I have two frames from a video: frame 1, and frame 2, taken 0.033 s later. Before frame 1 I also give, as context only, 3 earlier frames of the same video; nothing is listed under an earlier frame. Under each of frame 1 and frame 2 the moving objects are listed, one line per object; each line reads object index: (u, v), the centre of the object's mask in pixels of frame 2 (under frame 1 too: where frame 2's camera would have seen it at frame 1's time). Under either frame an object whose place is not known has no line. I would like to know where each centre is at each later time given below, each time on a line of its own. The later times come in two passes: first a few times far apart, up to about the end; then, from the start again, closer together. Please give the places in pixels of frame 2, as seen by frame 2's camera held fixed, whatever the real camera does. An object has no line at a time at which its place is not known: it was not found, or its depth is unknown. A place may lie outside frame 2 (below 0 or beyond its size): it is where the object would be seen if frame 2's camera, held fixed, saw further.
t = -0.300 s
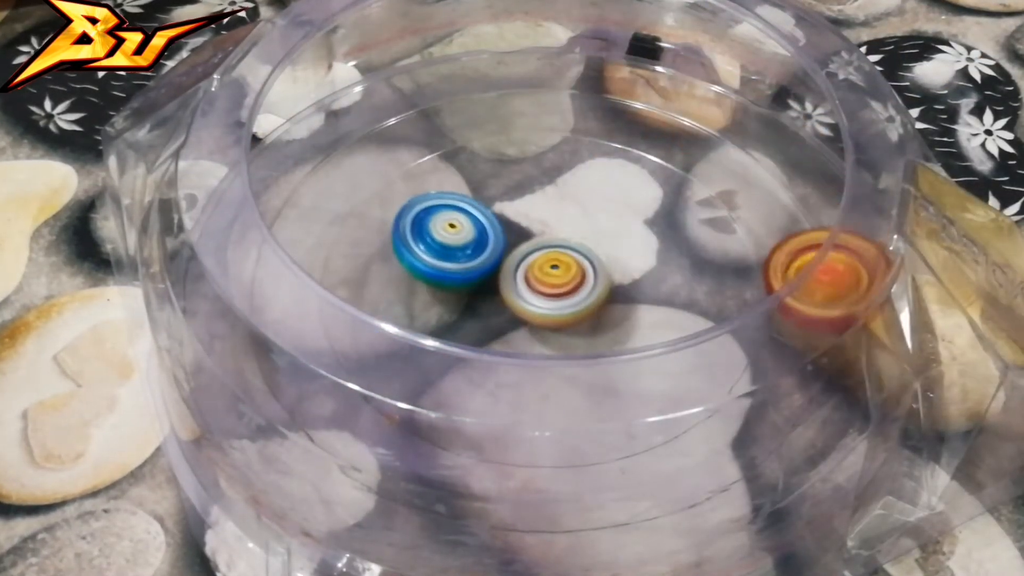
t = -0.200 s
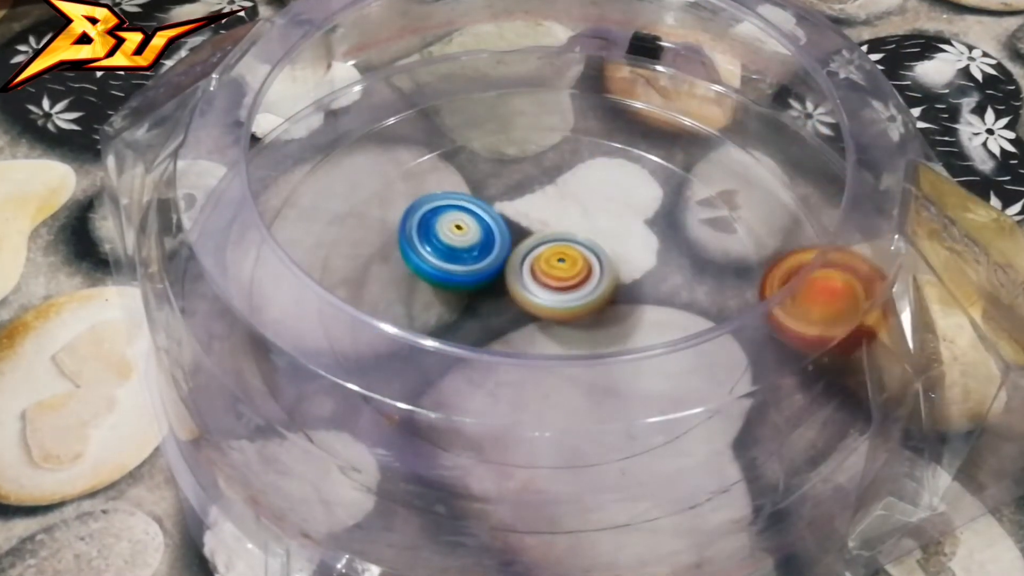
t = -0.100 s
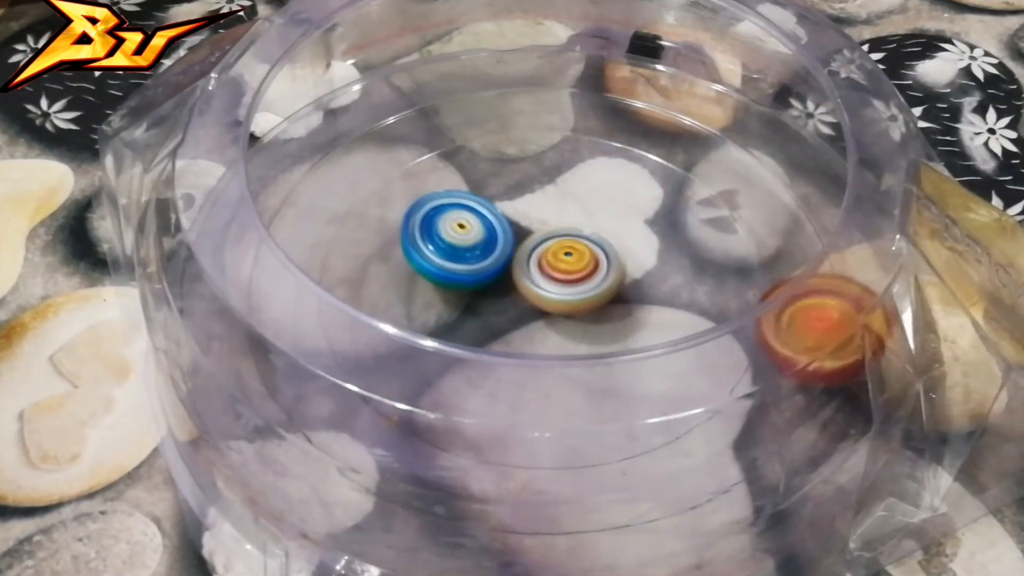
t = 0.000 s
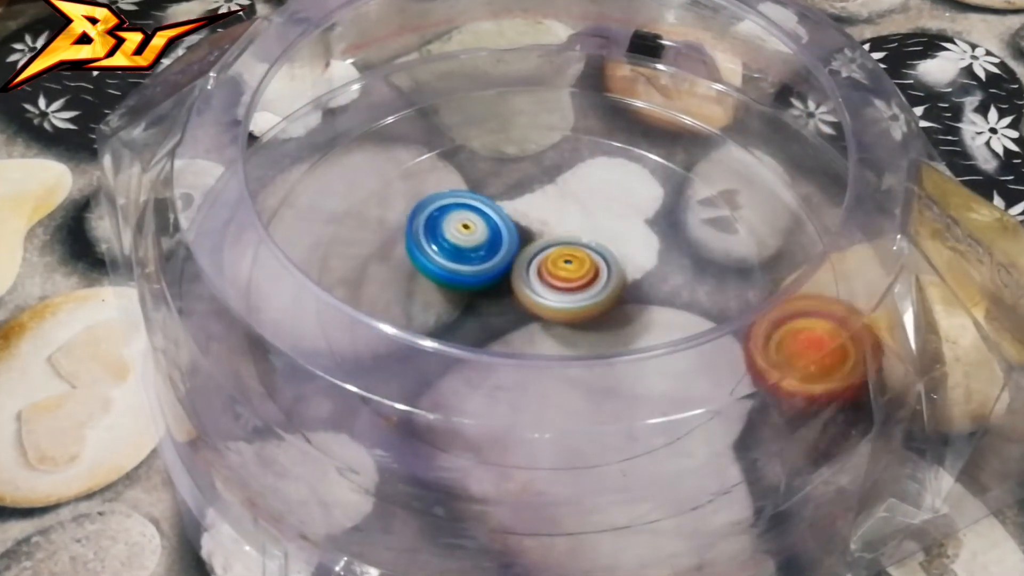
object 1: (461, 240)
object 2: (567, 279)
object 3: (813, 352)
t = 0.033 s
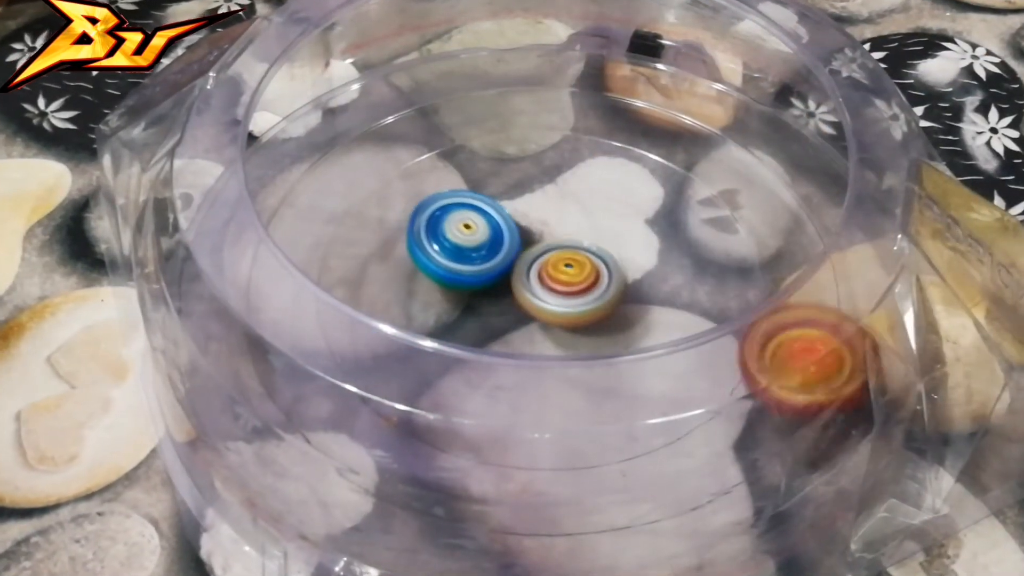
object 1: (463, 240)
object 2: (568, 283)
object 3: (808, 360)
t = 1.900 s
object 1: (599, 237)
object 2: (522, 300)
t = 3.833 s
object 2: (543, 148)
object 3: (566, 256)
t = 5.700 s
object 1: (602, 259)
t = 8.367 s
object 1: (595, 255)
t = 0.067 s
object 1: (465, 239)
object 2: (569, 285)
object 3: (801, 370)
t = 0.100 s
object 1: (468, 241)
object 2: (567, 287)
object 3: (797, 379)
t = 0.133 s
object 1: (468, 237)
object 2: (573, 292)
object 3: (794, 386)
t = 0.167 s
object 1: (465, 232)
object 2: (584, 298)
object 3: (786, 393)
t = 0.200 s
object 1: (466, 233)
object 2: (587, 301)
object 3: (778, 401)
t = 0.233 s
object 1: (469, 233)
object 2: (585, 305)
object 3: (770, 411)
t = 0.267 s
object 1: (473, 235)
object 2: (580, 309)
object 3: (763, 418)
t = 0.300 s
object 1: (478, 237)
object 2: (572, 311)
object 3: (752, 424)
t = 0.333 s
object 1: (484, 239)
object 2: (566, 312)
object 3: (743, 431)
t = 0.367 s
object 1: (490, 240)
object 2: (562, 312)
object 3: (733, 437)
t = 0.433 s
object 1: (499, 239)
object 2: (558, 312)
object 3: (712, 449)
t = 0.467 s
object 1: (504, 237)
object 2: (557, 312)
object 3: (702, 454)
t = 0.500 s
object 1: (508, 234)
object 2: (558, 314)
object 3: (691, 459)
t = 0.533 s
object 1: (511, 232)
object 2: (557, 313)
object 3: (678, 463)
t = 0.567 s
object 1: (515, 232)
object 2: (555, 312)
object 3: (667, 467)
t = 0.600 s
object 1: (518, 231)
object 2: (553, 311)
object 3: (657, 471)
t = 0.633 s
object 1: (523, 228)
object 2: (552, 314)
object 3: (645, 474)
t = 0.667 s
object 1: (525, 227)
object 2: (550, 315)
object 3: (632, 477)
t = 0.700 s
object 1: (528, 227)
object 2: (548, 314)
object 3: (620, 479)
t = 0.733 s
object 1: (531, 226)
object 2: (546, 312)
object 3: (606, 482)
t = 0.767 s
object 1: (534, 226)
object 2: (546, 311)
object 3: (593, 484)
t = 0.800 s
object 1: (538, 220)
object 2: (546, 314)
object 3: (581, 484)
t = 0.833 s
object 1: (541, 217)
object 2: (546, 315)
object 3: (568, 485)
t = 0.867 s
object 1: (542, 216)
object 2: (545, 315)
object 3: (554, 485)
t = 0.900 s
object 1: (544, 217)
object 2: (545, 314)
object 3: (542, 485)
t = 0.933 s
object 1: (547, 218)
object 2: (544, 312)
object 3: (529, 484)
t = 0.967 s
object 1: (549, 220)
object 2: (543, 311)
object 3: (515, 484)
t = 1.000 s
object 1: (552, 221)
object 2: (541, 308)
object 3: (502, 483)
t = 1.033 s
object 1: (555, 222)
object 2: (541, 307)
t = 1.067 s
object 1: (558, 221)
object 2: (539, 307)
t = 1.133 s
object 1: (562, 221)
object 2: (539, 306)
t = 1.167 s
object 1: (567, 214)
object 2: (536, 312)
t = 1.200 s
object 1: (571, 210)
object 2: (534, 314)
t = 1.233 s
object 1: (572, 209)
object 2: (534, 313)
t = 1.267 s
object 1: (573, 210)
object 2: (533, 313)
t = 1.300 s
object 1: (573, 212)
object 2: (531, 311)
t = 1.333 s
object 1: (574, 215)
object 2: (530, 308)
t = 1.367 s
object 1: (575, 218)
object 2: (529, 304)
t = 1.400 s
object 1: (576, 220)
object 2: (530, 301)
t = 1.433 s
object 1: (579, 221)
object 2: (528, 302)
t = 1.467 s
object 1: (582, 220)
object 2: (527, 305)
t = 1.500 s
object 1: (584, 221)
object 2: (528, 305)
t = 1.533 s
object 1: (585, 222)
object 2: (529, 304)
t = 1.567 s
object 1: (586, 224)
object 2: (530, 302)
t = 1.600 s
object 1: (587, 226)
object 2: (530, 300)
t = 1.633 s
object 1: (590, 227)
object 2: (530, 302)
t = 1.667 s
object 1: (591, 228)
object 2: (530, 301)
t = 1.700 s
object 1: (593, 229)
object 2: (530, 301)
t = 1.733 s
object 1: (595, 231)
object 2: (528, 302)
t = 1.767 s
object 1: (598, 229)
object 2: (525, 306)
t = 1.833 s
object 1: (599, 232)
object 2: (523, 306)
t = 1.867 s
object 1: (599, 235)
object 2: (522, 304)
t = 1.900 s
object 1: (599, 237)
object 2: (522, 300)
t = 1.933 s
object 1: (601, 237)
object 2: (514, 302)
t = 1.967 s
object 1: (605, 237)
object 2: (509, 304)
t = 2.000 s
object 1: (606, 239)
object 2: (507, 302)
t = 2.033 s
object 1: (605, 242)
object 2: (508, 299)
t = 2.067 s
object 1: (605, 245)
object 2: (508, 295)
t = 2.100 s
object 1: (605, 248)
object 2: (507, 293)
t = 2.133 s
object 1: (606, 251)
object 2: (505, 292)
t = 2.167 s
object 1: (611, 250)
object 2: (498, 293)
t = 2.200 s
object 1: (613, 252)
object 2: (496, 291)
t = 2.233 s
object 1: (612, 255)
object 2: (497, 288)
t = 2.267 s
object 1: (611, 258)
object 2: (499, 286)
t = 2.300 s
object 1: (610, 261)
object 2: (499, 284)
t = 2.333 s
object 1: (612, 262)
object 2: (496, 283)
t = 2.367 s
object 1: (612, 265)
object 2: (497, 282)
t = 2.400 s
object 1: (613, 267)
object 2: (496, 280)
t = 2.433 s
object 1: (622, 266)
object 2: (483, 279)
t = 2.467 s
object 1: (626, 268)
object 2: (478, 279)
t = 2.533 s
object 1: (623, 272)
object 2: (482, 271)
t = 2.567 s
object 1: (620, 275)
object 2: (486, 267)
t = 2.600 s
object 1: (615, 278)
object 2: (490, 264)
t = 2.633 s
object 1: (612, 281)
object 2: (494, 262)
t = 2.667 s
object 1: (618, 284)
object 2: (488, 259)
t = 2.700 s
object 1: (624, 287)
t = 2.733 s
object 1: (625, 291)
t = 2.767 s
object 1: (624, 293)
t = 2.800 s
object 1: (621, 295)
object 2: (486, 258)
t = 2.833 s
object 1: (617, 298)
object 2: (490, 258)
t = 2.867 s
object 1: (613, 299)
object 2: (496, 259)
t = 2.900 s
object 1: (612, 301)
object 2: (498, 260)
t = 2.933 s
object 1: (622, 304)
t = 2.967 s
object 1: (626, 306)
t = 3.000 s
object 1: (627, 307)
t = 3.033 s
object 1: (625, 308)
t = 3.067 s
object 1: (622, 308)
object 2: (494, 256)
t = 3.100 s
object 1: (619, 309)
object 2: (513, 260)
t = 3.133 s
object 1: (632, 312)
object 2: (509, 254)
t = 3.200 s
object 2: (530, 244)
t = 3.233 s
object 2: (549, 241)
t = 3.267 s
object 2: (564, 241)
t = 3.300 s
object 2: (575, 247)
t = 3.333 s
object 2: (580, 251)
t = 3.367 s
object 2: (566, 237)
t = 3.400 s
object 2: (556, 228)
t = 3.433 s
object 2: (548, 225)
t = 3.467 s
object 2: (547, 224)
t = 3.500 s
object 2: (548, 226)
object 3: (551, 322)
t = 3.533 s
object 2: (549, 226)
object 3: (563, 313)
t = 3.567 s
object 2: (545, 215)
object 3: (577, 313)
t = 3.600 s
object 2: (545, 204)
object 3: (590, 310)
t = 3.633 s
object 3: (598, 304)
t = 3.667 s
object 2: (549, 196)
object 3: (601, 293)
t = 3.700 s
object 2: (553, 195)
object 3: (600, 283)
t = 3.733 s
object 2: (547, 180)
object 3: (599, 281)
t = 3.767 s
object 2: (544, 165)
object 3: (590, 271)
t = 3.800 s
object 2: (543, 154)
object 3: (579, 264)
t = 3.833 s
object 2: (543, 148)
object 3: (566, 256)
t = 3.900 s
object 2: (545, 140)
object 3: (536, 251)
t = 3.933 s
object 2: (546, 139)
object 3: (522, 252)
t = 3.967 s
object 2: (546, 138)
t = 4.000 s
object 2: (546, 139)
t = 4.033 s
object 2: (547, 142)
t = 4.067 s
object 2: (546, 145)
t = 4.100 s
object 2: (545, 149)
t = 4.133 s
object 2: (544, 153)
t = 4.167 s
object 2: (542, 158)
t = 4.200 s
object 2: (540, 162)
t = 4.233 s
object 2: (538, 170)
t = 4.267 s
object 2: (535, 175)
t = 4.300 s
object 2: (532, 181)
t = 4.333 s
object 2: (530, 188)
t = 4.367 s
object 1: (587, 315)
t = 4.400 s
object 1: (585, 311)
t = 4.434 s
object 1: (579, 304)
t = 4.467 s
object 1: (575, 306)
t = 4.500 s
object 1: (571, 310)
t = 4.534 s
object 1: (563, 310)
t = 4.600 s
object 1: (564, 306)
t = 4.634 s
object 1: (571, 309)
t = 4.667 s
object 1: (576, 312)
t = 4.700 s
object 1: (577, 311)
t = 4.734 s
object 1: (576, 310)
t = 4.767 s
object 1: (572, 306)
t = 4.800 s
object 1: (567, 303)
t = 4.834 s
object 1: (566, 302)
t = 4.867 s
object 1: (564, 302)
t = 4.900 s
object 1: (562, 301)
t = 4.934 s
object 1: (564, 297)
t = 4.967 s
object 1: (569, 298)
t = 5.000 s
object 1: (571, 296)
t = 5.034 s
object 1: (572, 297)
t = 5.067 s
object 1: (577, 304)
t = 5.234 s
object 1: (598, 301)
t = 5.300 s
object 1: (592, 291)
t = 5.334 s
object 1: (589, 285)
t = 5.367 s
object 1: (585, 280)
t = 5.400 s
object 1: (588, 275)
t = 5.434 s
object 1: (591, 273)
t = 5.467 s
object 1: (594, 271)
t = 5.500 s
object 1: (596, 267)
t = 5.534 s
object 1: (598, 264)
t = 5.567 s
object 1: (598, 263)
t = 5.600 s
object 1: (603, 264)
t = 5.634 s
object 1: (604, 261)
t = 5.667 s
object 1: (603, 259)
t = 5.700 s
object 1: (602, 259)
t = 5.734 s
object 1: (604, 258)
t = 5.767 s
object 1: (604, 258)
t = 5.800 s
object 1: (604, 259)
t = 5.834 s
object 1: (605, 261)
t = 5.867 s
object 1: (605, 263)
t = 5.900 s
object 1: (605, 262)
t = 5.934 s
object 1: (604, 261)
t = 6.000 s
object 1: (602, 261)
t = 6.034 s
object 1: (602, 260)
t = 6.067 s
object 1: (602, 263)
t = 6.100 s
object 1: (601, 265)
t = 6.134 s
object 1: (598, 267)
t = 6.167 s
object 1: (603, 274)
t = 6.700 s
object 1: (597, 288)
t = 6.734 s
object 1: (594, 288)
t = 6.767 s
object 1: (591, 287)
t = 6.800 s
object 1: (592, 289)
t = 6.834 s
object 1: (594, 290)
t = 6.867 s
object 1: (594, 289)
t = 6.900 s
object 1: (595, 286)
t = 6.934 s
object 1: (599, 284)
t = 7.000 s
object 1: (603, 279)
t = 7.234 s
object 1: (604, 275)
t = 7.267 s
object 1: (602, 275)
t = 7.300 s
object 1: (602, 275)
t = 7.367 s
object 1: (601, 274)
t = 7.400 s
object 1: (602, 274)
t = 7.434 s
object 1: (601, 273)
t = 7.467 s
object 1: (598, 271)
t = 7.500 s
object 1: (598, 269)
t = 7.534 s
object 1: (598, 268)
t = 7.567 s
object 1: (604, 267)
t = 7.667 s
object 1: (602, 264)
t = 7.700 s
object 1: (598, 262)
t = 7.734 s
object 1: (593, 260)
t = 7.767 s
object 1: (589, 260)
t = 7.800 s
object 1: (586, 260)
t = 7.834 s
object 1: (586, 259)
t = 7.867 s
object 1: (588, 257)
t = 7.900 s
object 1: (587, 257)
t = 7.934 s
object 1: (587, 257)
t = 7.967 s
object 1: (588, 257)
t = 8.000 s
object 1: (588, 257)
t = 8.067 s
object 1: (587, 257)
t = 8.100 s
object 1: (597, 257)
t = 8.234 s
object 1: (597, 253)
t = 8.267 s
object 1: (594, 253)
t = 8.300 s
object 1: (591, 254)
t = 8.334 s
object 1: (589, 255)
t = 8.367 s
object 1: (595, 255)
